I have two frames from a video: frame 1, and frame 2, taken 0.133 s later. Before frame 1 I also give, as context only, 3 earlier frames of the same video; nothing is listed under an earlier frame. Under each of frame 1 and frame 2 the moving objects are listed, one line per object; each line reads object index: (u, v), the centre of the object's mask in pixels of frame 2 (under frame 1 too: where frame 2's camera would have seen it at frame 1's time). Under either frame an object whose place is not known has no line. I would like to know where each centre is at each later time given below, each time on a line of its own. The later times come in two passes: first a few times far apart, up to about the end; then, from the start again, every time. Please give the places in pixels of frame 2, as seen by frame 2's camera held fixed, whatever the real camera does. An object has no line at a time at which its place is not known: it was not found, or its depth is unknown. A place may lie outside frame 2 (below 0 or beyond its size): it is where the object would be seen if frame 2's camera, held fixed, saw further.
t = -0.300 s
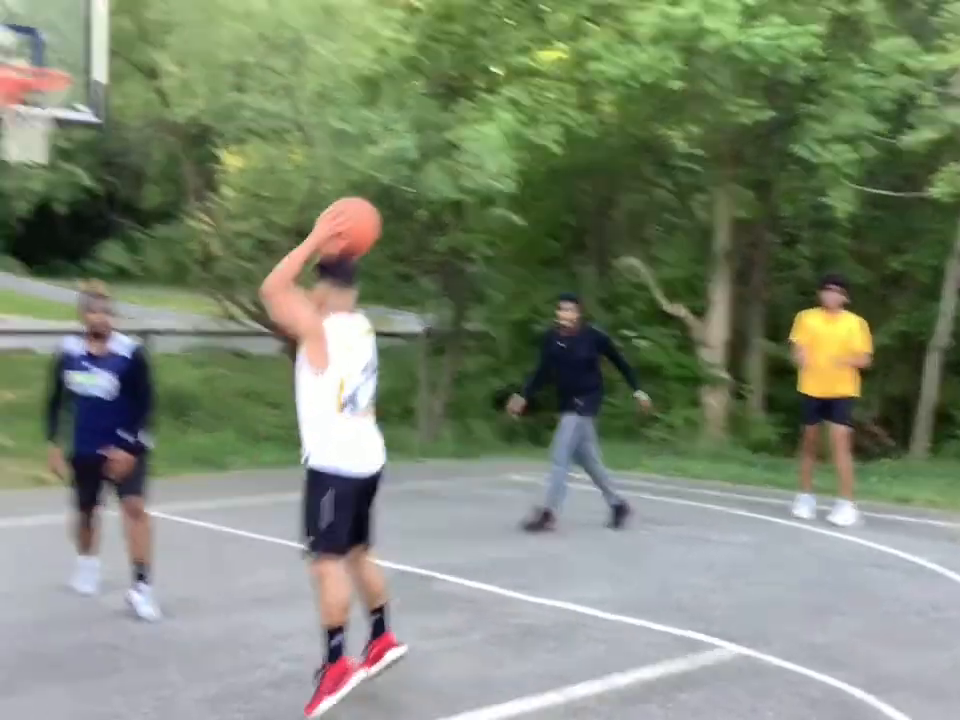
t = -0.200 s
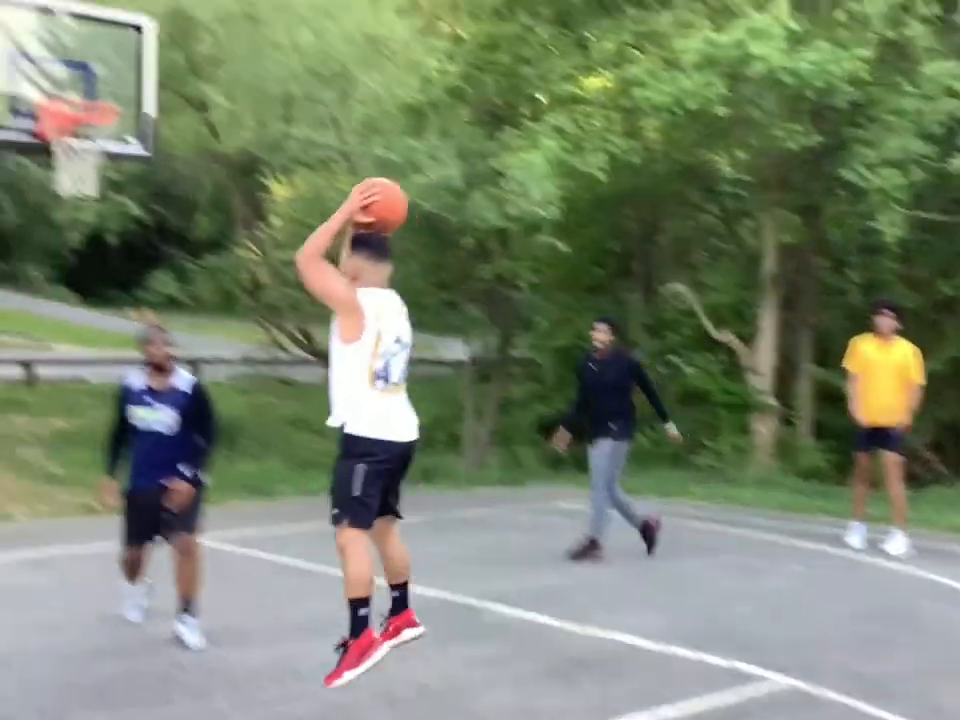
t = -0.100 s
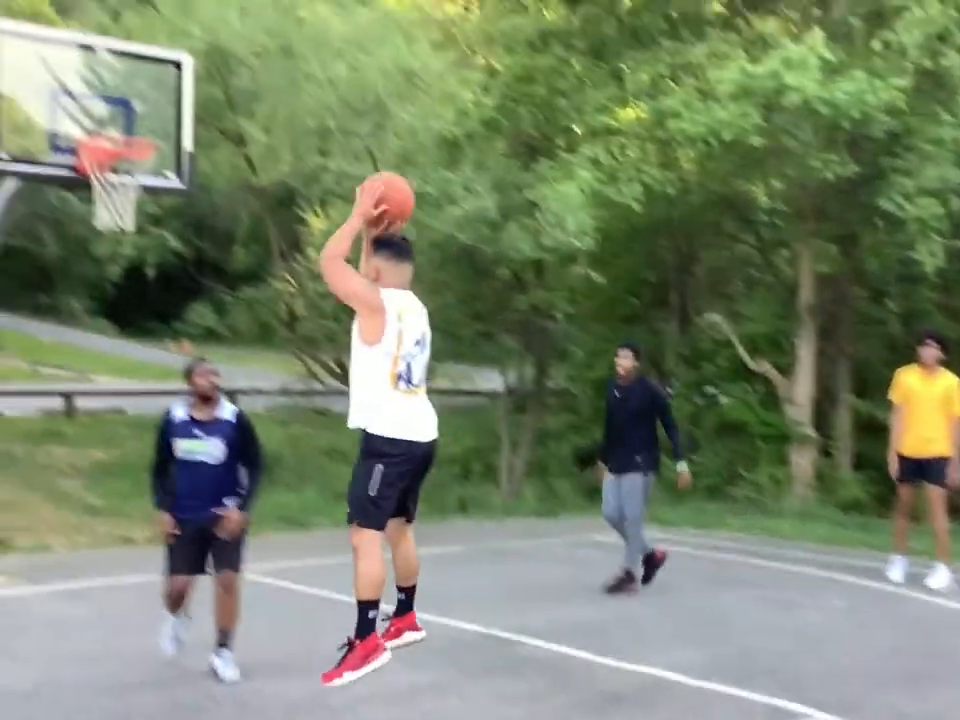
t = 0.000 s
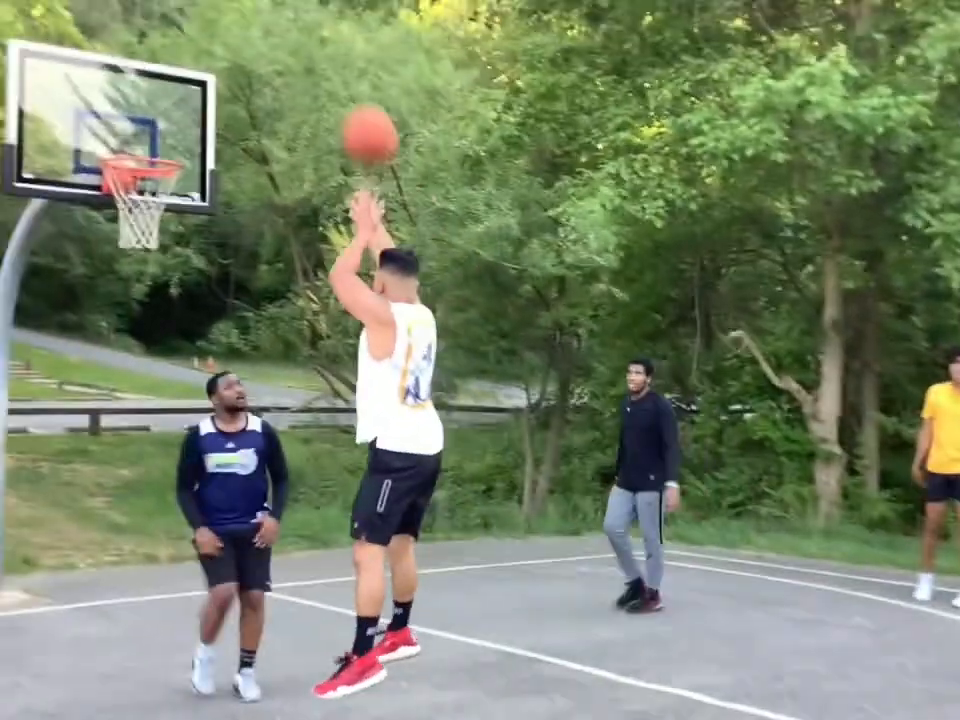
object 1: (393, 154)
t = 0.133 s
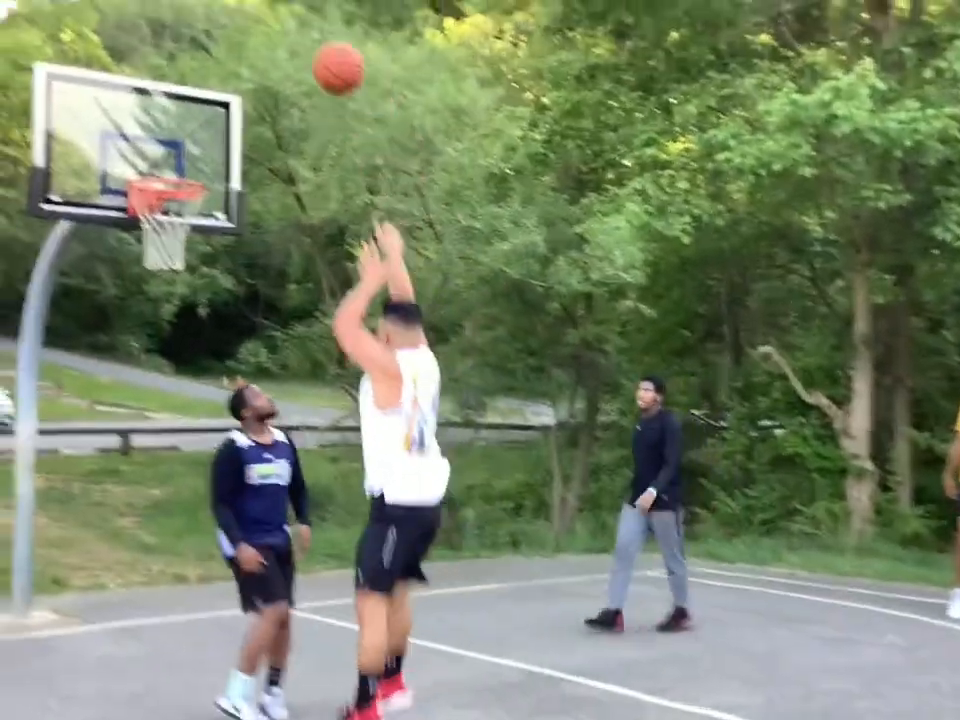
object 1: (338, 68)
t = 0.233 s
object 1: (302, 31)
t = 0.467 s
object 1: (226, 26)
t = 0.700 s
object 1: (165, 110)
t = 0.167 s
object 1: (325, 53)
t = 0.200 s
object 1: (313, 41)
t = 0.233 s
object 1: (302, 31)
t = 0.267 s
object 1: (290, 23)
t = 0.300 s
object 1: (278, 19)
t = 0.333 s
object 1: (267, 16)
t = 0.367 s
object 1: (257, 16)
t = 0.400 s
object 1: (246, 18)
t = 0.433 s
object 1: (237, 20)
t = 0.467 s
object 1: (226, 26)
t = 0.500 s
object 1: (217, 33)
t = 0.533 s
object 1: (208, 42)
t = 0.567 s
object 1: (199, 52)
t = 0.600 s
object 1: (191, 64)
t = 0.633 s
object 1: (182, 77)
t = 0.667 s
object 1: (173, 93)
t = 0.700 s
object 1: (165, 110)
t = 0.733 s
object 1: (157, 127)
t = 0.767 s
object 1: (150, 147)
